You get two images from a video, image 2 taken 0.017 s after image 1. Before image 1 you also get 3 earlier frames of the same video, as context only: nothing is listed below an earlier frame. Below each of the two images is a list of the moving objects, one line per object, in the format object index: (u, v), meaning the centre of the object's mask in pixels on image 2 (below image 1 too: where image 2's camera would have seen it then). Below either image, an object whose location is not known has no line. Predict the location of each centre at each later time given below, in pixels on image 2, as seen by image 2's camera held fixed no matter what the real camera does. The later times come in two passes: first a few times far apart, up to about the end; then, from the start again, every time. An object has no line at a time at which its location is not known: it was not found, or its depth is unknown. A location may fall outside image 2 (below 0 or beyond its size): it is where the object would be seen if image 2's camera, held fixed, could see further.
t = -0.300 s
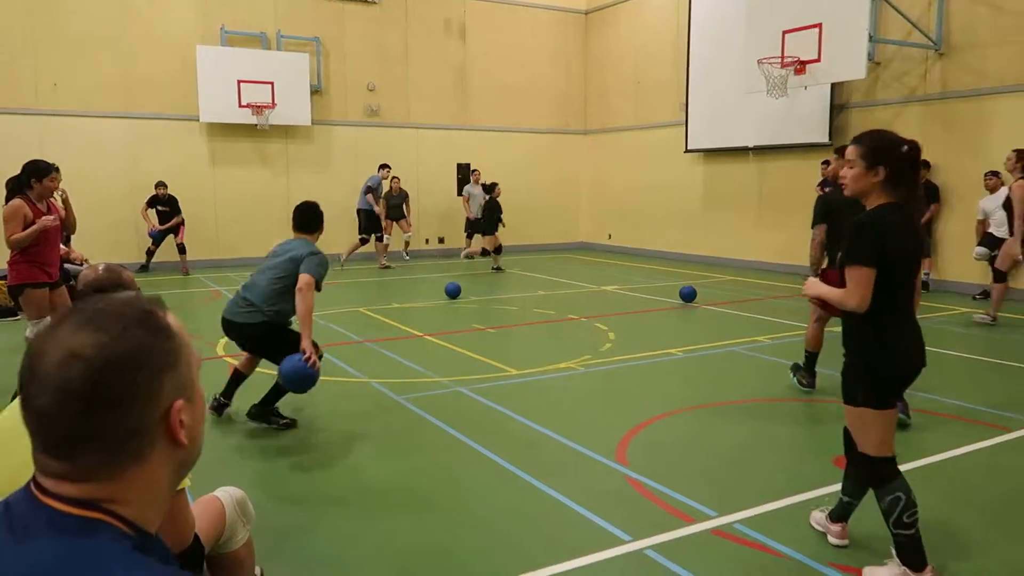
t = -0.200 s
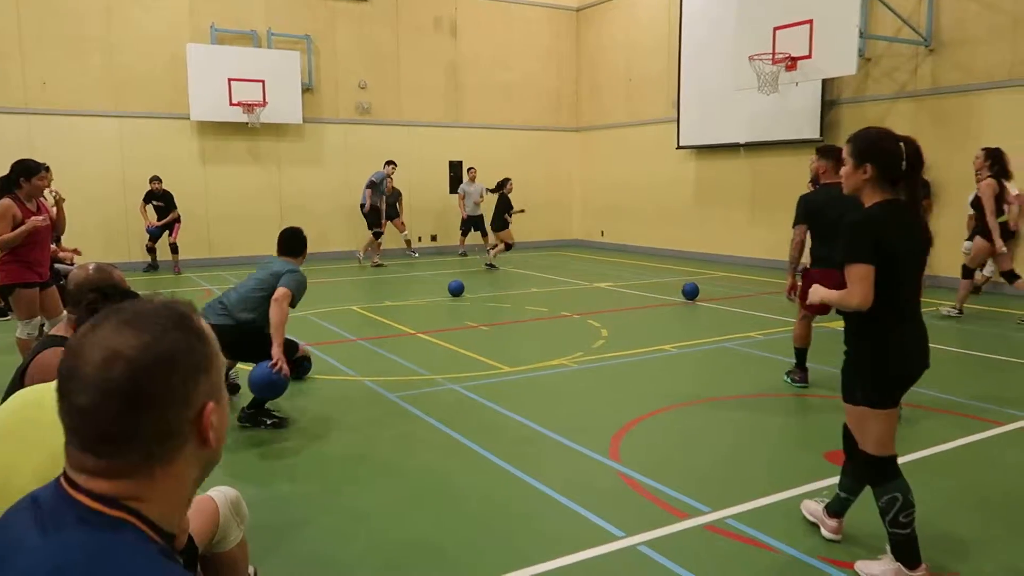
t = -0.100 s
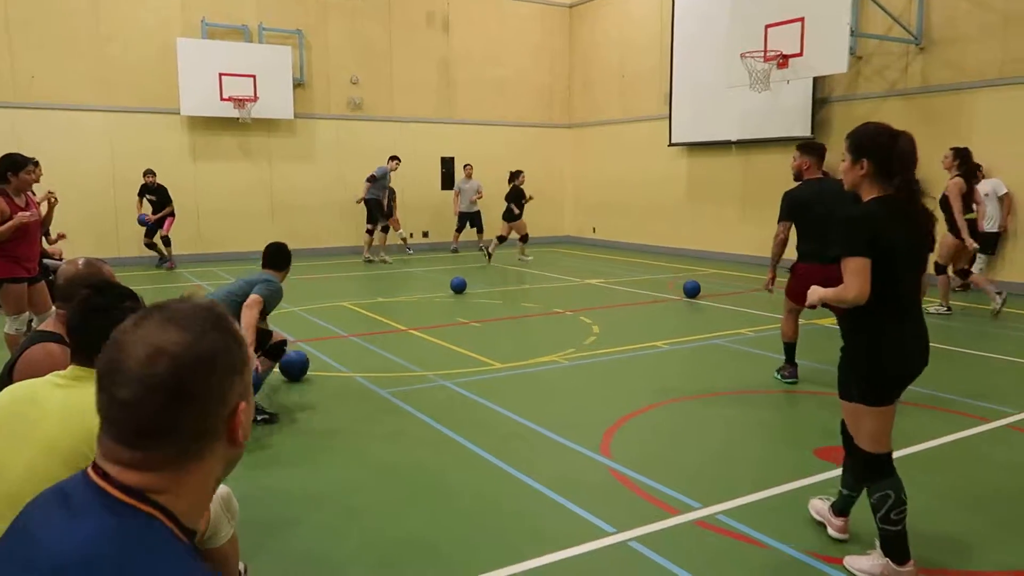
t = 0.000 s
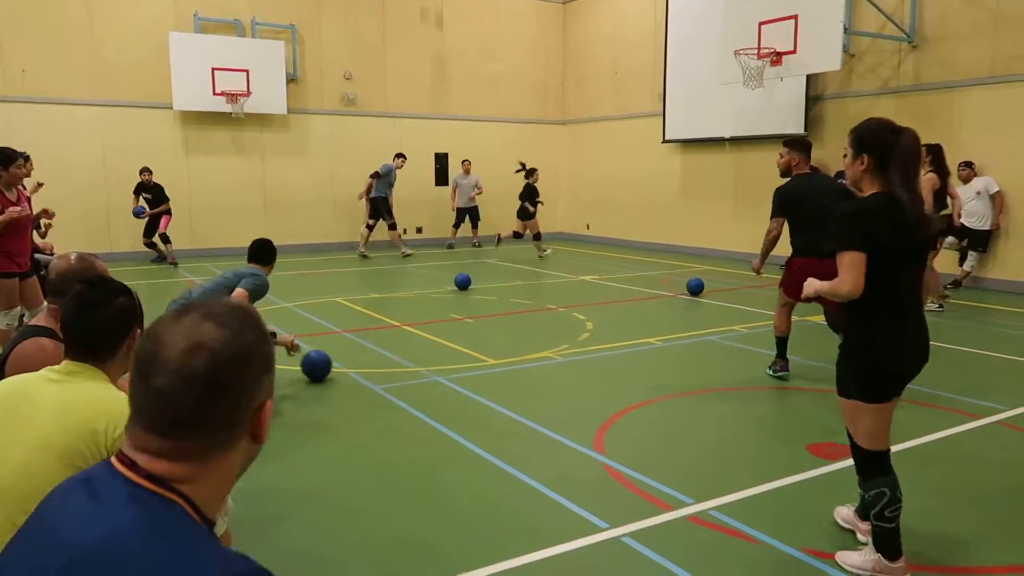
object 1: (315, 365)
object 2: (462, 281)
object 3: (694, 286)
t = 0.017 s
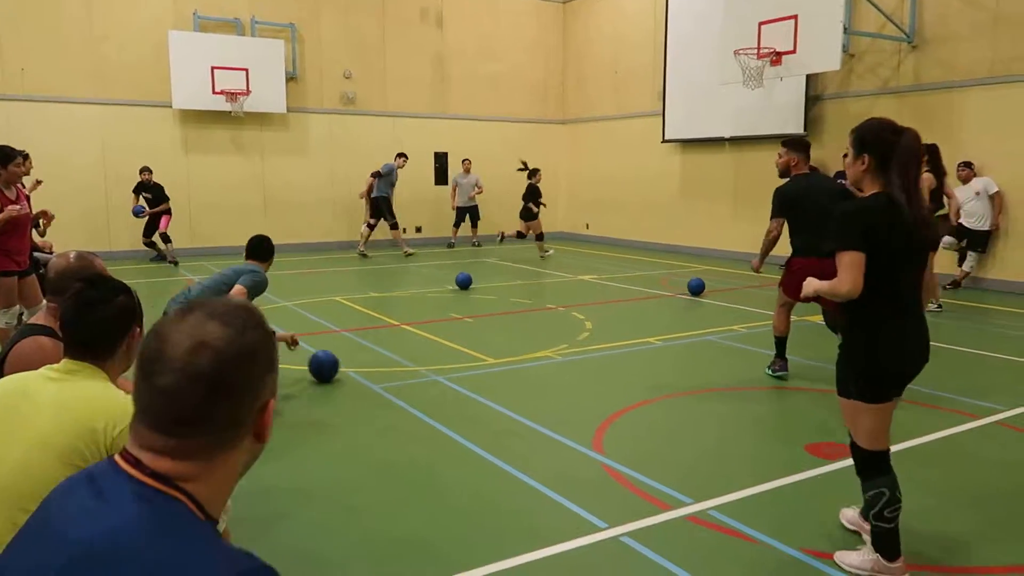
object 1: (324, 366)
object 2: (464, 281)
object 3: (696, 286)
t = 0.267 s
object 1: (435, 383)
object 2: (489, 282)
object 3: (721, 289)
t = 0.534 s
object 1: (567, 404)
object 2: (516, 283)
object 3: (747, 291)
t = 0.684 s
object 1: (651, 417)
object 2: (531, 284)
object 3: (762, 292)
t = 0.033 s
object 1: (332, 368)
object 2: (465, 281)
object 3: (698, 286)
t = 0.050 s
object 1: (339, 368)
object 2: (467, 281)
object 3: (699, 287)
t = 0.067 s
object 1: (347, 369)
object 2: (468, 281)
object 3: (701, 287)
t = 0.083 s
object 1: (354, 371)
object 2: (470, 281)
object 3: (703, 287)
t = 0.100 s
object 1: (362, 372)
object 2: (472, 281)
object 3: (704, 287)
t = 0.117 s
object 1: (370, 373)
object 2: (474, 281)
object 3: (706, 287)
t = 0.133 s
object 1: (377, 374)
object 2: (476, 281)
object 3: (708, 288)
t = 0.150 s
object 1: (384, 375)
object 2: (477, 281)
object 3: (709, 288)
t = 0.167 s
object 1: (391, 376)
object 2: (479, 281)
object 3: (711, 288)
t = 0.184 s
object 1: (399, 377)
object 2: (481, 282)
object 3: (713, 288)
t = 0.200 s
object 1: (406, 379)
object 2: (482, 281)
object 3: (714, 288)
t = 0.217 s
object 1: (413, 380)
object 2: (484, 282)
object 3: (716, 288)
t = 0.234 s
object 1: (421, 381)
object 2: (486, 282)
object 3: (718, 288)
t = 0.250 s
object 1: (428, 382)
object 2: (487, 282)
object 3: (719, 288)
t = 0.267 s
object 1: (435, 383)
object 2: (489, 282)
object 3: (721, 289)
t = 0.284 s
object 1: (444, 385)
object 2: (491, 282)
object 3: (722, 289)
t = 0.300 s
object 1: (451, 386)
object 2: (493, 282)
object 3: (724, 289)
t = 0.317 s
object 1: (459, 387)
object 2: (494, 282)
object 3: (726, 289)
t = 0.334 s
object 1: (467, 388)
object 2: (496, 282)
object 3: (727, 289)
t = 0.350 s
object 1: (475, 389)
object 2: (498, 282)
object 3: (729, 290)
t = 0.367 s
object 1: (482, 391)
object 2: (499, 282)
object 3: (730, 290)
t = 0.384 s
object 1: (490, 393)
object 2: (501, 282)
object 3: (732, 290)
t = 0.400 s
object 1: (499, 393)
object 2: (503, 282)
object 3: (734, 290)
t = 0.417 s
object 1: (507, 395)
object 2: (504, 282)
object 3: (736, 290)
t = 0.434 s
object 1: (515, 396)
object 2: (506, 282)
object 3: (737, 290)
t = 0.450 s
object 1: (524, 398)
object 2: (508, 282)
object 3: (739, 290)
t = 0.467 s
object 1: (532, 399)
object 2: (509, 282)
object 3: (740, 290)
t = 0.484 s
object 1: (541, 400)
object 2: (511, 282)
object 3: (742, 291)
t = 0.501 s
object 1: (550, 401)
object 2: (513, 283)
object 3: (744, 291)
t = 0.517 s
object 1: (558, 403)
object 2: (514, 283)
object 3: (745, 291)
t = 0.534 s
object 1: (567, 404)
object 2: (516, 283)
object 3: (747, 291)
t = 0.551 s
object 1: (576, 405)
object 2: (518, 283)
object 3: (749, 291)
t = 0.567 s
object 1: (585, 407)
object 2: (520, 283)
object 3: (750, 291)
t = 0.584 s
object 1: (594, 409)
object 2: (521, 283)
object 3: (752, 291)
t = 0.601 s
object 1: (603, 410)
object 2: (523, 283)
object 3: (754, 292)
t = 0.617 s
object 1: (613, 411)
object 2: (524, 283)
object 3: (755, 292)
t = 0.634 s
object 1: (622, 412)
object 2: (526, 283)
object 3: (757, 292)
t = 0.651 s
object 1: (631, 414)
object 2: (528, 284)
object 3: (759, 292)
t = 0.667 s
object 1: (641, 416)
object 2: (529, 284)
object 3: (760, 292)
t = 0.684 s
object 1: (651, 417)
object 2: (531, 284)
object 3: (762, 292)
